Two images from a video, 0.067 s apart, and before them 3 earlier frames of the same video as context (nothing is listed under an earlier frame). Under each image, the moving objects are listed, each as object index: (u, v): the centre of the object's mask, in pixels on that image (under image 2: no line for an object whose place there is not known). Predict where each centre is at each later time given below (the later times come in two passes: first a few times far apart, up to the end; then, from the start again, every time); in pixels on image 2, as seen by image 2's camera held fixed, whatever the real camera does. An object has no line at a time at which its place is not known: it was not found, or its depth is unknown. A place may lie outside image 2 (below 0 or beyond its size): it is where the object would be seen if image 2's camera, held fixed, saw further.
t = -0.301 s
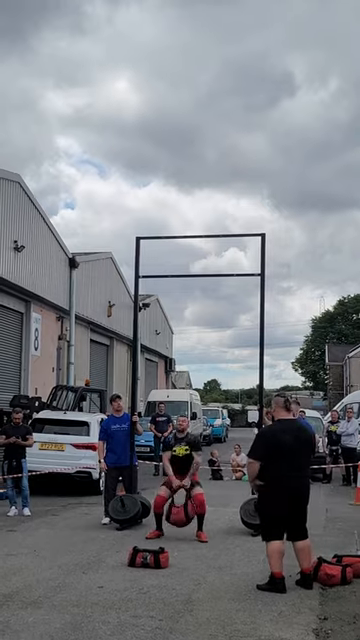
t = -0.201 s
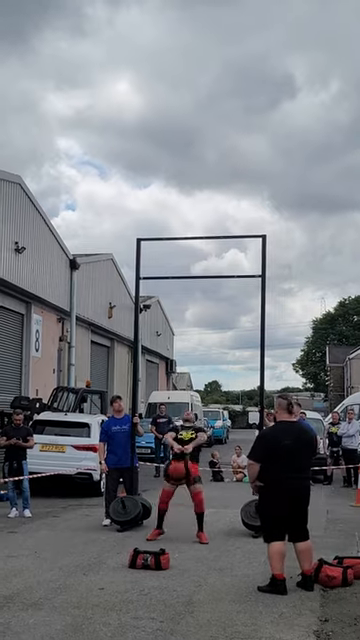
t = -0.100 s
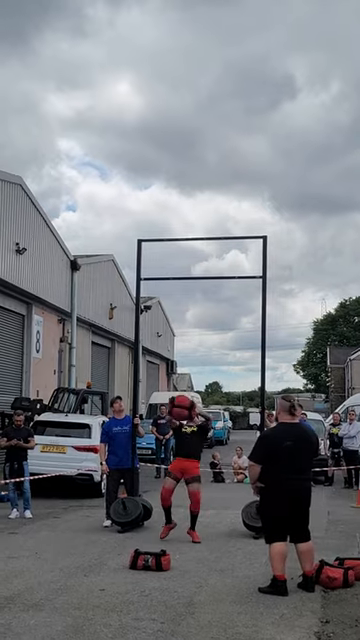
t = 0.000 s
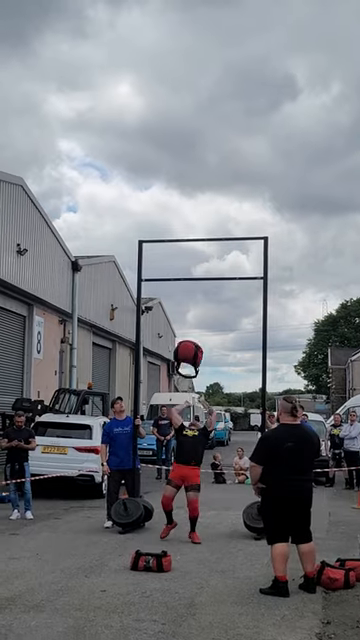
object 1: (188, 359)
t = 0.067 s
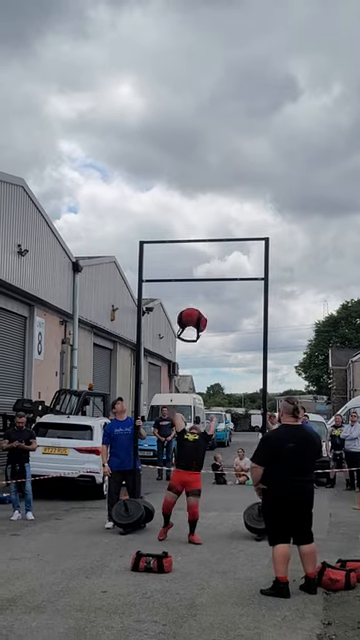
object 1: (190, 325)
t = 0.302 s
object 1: (202, 229)
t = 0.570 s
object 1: (217, 189)
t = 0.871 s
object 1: (227, 213)
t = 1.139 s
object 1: (236, 270)
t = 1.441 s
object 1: (248, 392)
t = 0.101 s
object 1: (192, 307)
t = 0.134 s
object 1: (194, 290)
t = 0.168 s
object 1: (197, 276)
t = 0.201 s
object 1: (198, 263)
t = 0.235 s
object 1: (200, 252)
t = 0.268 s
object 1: (201, 240)
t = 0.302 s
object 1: (202, 229)
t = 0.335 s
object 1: (204, 219)
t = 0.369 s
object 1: (206, 211)
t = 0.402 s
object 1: (208, 204)
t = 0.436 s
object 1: (212, 196)
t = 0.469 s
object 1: (213, 194)
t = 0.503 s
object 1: (215, 193)
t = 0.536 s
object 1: (216, 191)
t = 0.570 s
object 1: (217, 189)
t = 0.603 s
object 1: (219, 189)
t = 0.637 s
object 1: (220, 190)
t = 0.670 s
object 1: (221, 192)
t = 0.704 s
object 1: (222, 196)
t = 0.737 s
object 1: (223, 199)
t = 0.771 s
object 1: (223, 202)
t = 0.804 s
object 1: (224, 206)
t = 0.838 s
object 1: (226, 210)
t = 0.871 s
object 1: (227, 213)
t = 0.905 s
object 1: (228, 218)
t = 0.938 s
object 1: (230, 222)
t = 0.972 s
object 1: (231, 228)
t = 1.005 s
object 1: (232, 236)
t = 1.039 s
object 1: (233, 244)
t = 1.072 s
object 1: (234, 252)
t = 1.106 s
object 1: (235, 261)
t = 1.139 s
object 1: (236, 270)
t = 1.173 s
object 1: (238, 280)
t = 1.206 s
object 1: (239, 291)
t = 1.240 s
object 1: (240, 303)
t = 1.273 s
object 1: (242, 316)
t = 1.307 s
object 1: (243, 330)
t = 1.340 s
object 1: (244, 345)
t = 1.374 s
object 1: (246, 360)
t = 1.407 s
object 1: (247, 375)
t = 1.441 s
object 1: (248, 392)
